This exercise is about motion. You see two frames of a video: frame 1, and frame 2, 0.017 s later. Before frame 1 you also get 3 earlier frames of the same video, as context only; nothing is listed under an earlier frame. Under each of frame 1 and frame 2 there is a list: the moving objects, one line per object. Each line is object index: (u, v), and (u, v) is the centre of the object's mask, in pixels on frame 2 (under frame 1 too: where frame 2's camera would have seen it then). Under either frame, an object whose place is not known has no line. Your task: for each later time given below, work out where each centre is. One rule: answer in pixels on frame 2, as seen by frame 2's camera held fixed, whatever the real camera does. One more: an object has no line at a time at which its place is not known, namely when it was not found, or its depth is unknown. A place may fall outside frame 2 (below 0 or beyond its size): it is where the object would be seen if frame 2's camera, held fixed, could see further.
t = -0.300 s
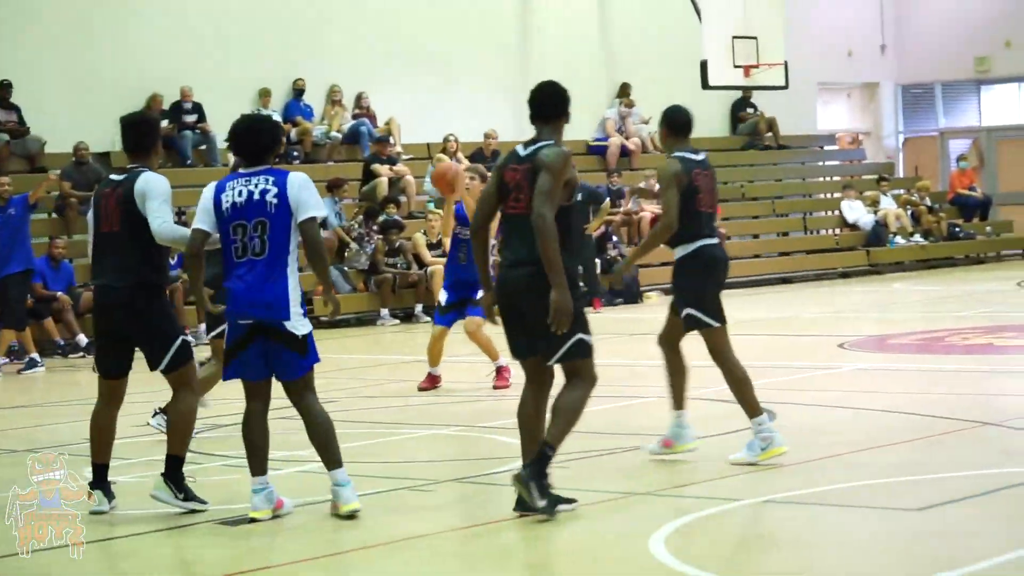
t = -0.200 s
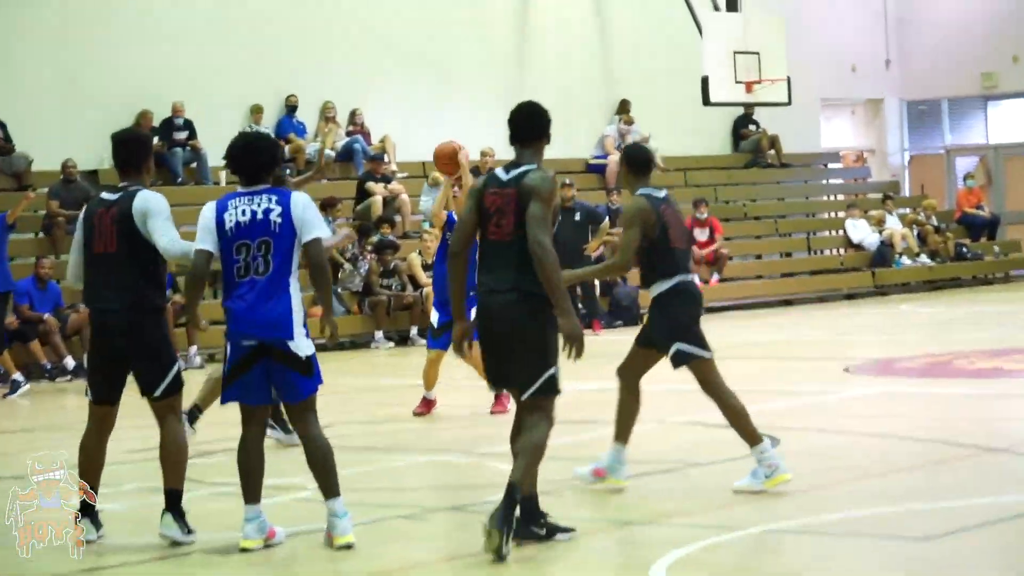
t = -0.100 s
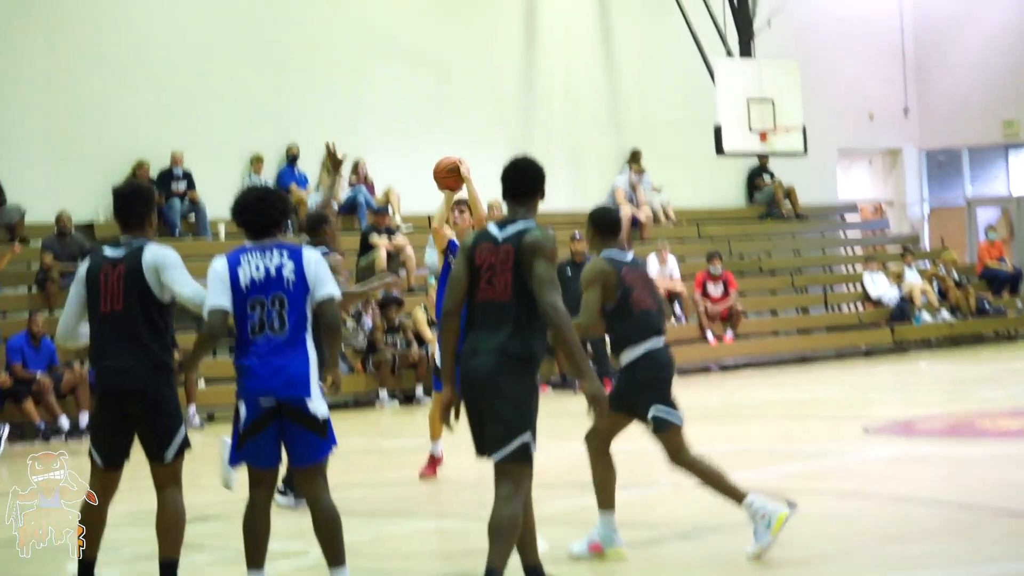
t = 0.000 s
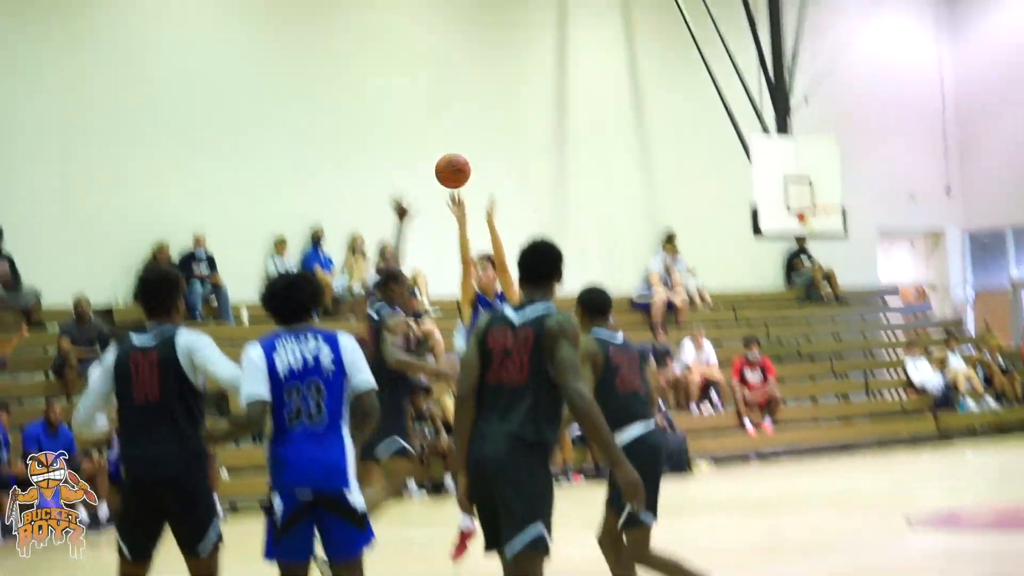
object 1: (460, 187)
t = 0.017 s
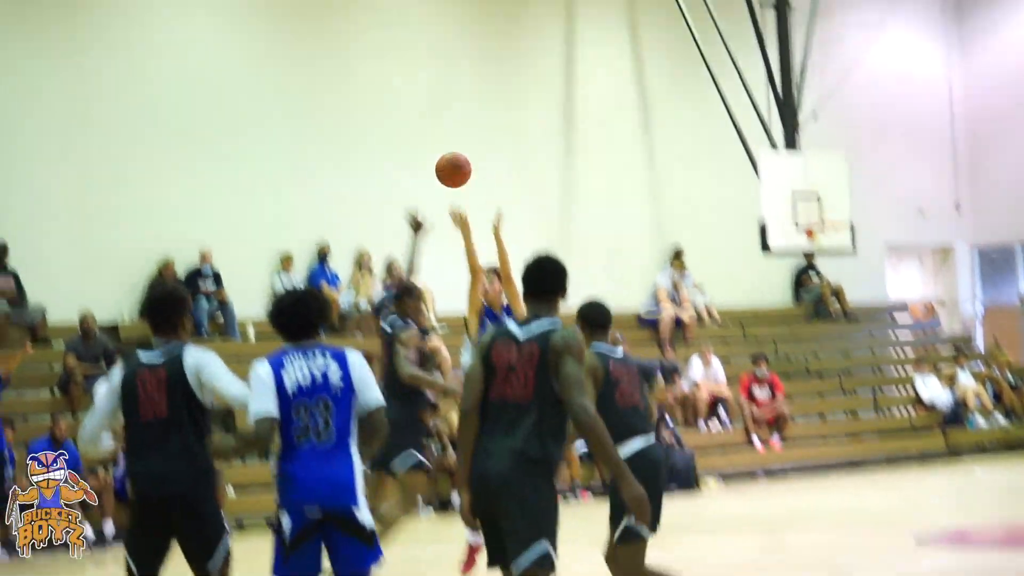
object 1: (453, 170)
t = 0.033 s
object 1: (447, 153)
